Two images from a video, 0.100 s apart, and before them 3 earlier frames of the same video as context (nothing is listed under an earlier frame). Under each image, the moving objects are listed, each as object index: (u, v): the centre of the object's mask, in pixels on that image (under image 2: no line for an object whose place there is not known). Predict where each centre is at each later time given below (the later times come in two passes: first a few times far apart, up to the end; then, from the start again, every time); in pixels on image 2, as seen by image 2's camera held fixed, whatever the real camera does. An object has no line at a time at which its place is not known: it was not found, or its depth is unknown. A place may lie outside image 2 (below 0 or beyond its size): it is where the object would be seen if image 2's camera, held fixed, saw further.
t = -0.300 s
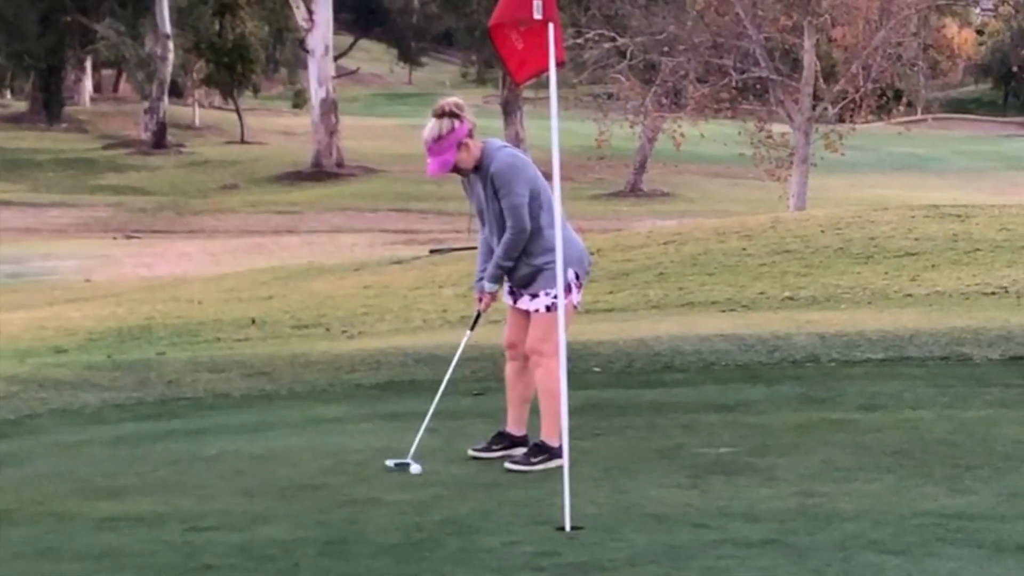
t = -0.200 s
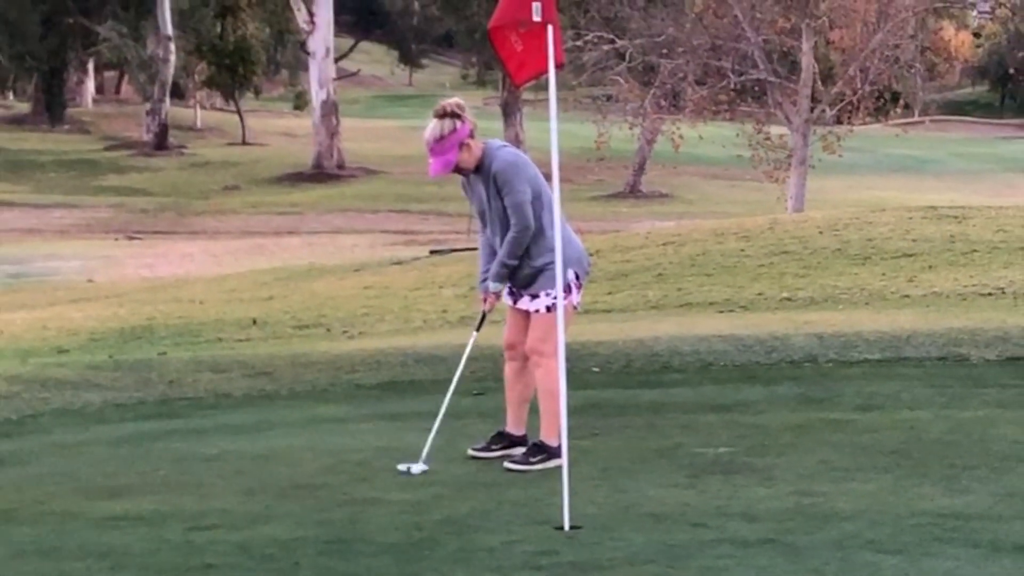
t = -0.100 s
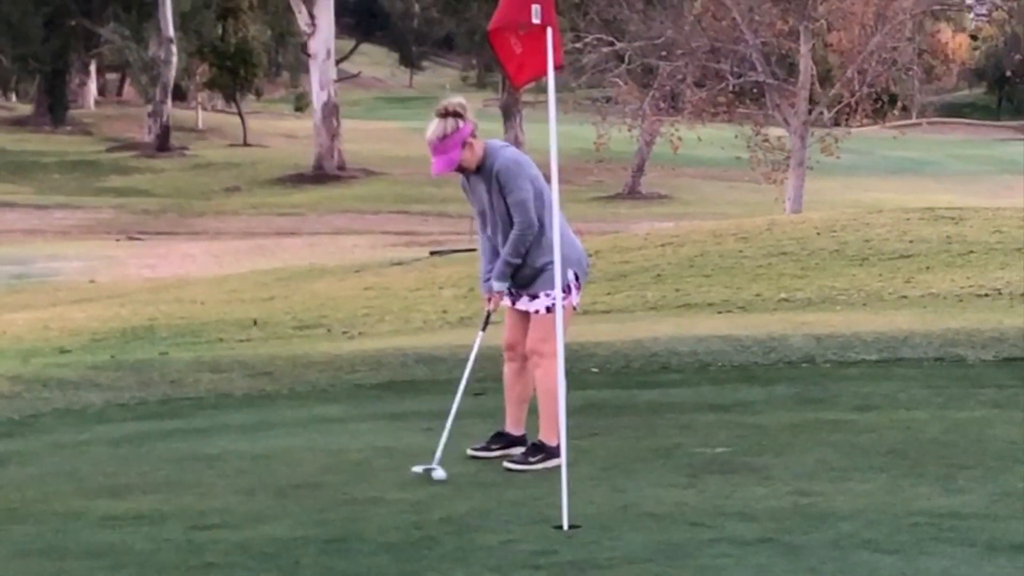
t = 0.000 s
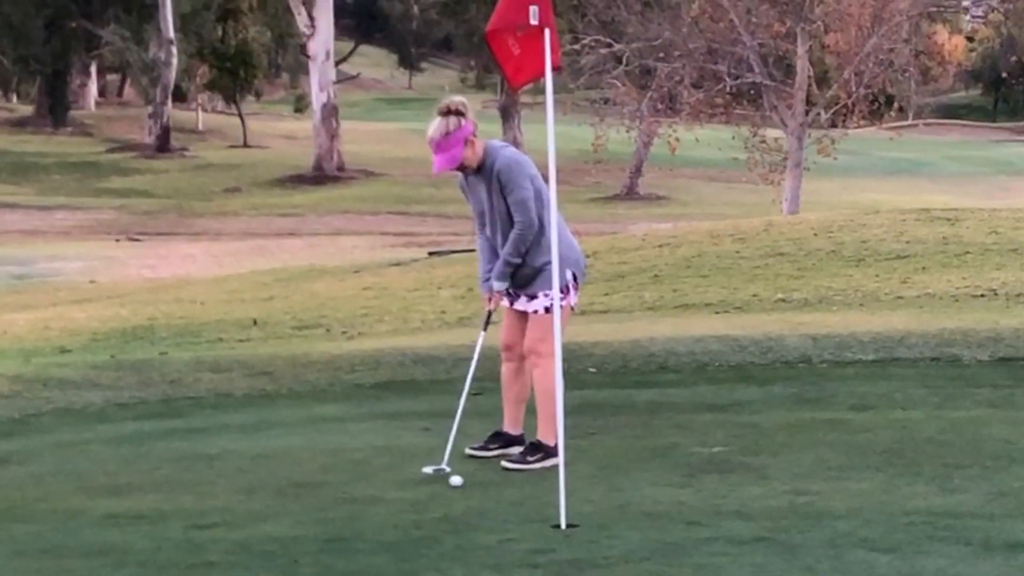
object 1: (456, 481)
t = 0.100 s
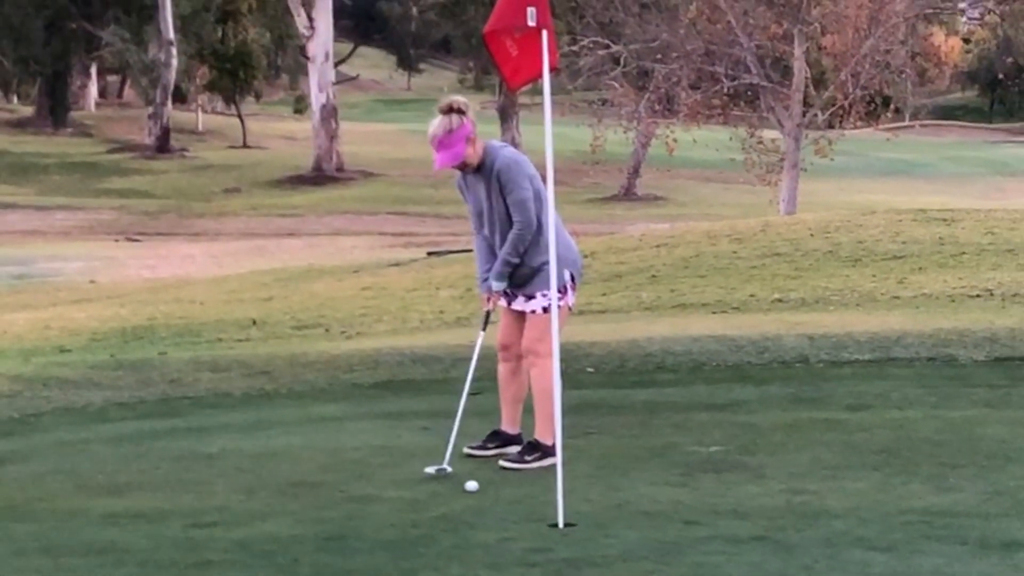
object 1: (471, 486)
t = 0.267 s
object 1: (500, 496)
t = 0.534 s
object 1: (544, 511)
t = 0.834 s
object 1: (579, 525)
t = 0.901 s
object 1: (582, 528)
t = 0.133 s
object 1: (478, 487)
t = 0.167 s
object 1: (483, 490)
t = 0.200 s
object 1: (489, 492)
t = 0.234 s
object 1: (495, 494)
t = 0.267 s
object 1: (500, 496)
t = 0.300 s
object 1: (506, 498)
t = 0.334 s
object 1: (511, 500)
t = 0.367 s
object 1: (517, 502)
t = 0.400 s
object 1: (523, 504)
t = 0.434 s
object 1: (528, 505)
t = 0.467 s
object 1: (533, 507)
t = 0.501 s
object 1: (539, 508)
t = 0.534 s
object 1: (544, 511)
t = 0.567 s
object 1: (549, 512)
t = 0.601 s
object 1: (553, 513)
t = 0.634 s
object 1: (560, 515)
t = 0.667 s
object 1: (567, 517)
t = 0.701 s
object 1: (571, 518)
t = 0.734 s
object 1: (575, 522)
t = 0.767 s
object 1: (577, 523)
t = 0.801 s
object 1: (578, 523)
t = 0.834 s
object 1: (579, 525)
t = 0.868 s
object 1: (581, 526)
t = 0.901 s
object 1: (582, 528)
